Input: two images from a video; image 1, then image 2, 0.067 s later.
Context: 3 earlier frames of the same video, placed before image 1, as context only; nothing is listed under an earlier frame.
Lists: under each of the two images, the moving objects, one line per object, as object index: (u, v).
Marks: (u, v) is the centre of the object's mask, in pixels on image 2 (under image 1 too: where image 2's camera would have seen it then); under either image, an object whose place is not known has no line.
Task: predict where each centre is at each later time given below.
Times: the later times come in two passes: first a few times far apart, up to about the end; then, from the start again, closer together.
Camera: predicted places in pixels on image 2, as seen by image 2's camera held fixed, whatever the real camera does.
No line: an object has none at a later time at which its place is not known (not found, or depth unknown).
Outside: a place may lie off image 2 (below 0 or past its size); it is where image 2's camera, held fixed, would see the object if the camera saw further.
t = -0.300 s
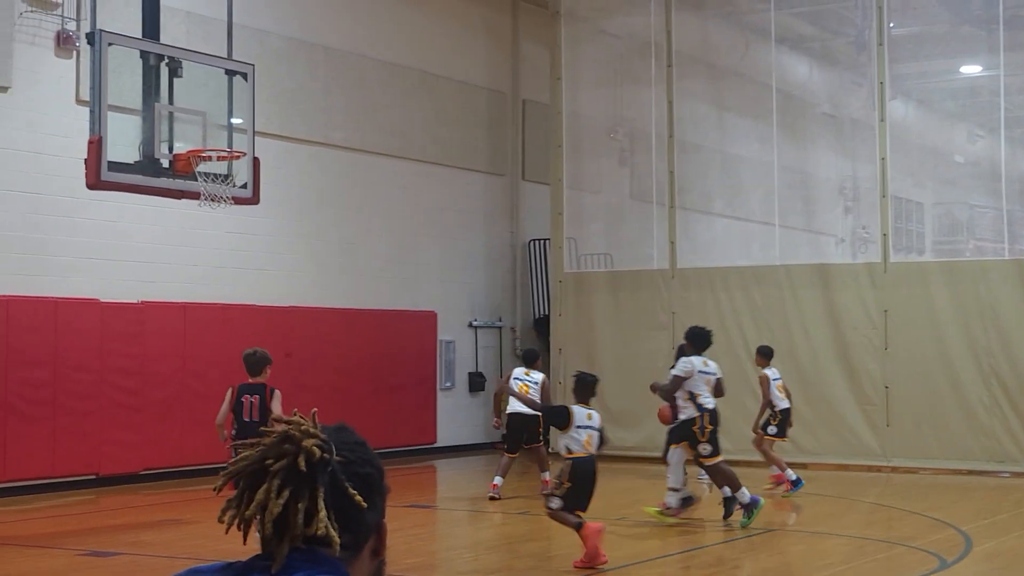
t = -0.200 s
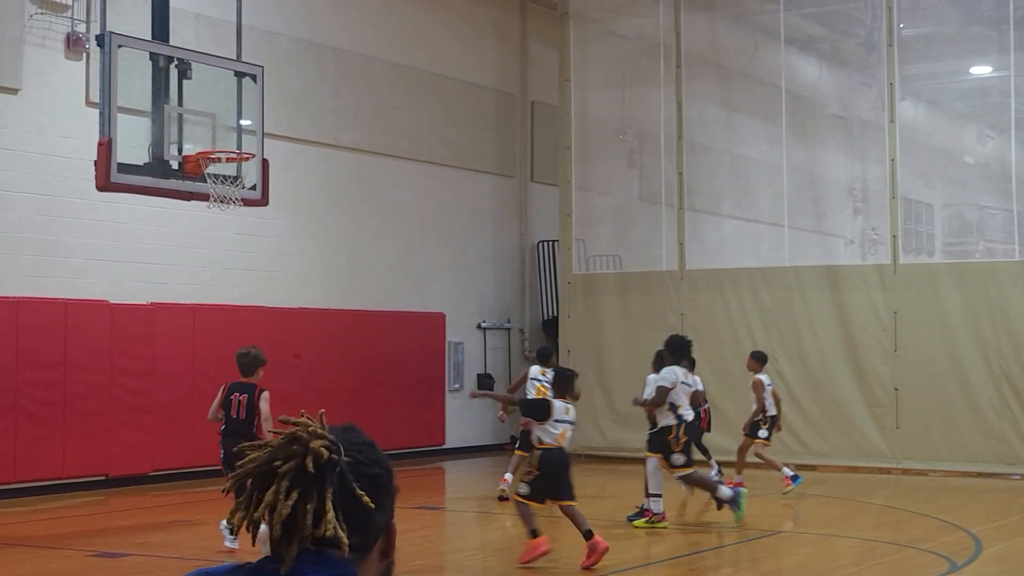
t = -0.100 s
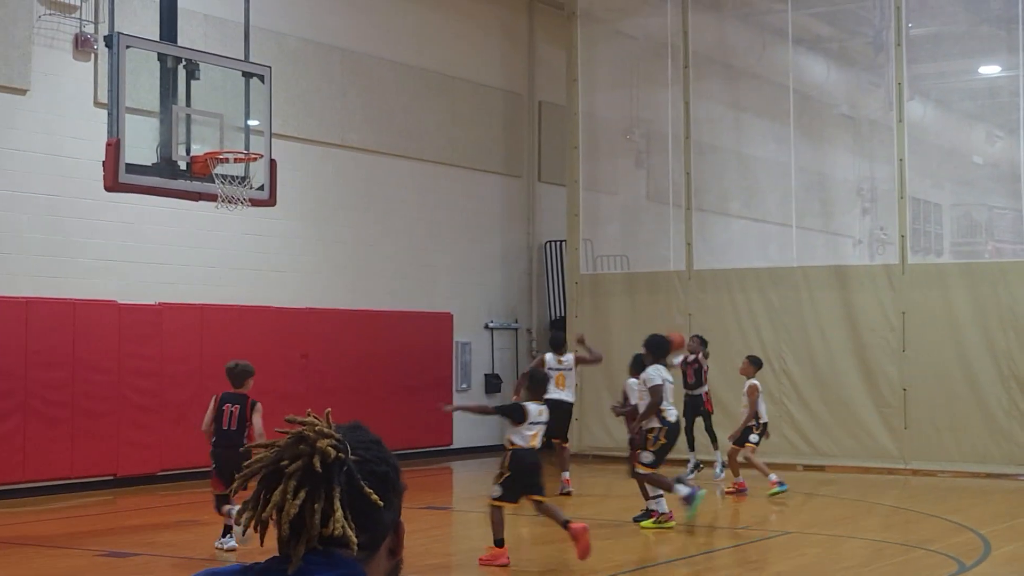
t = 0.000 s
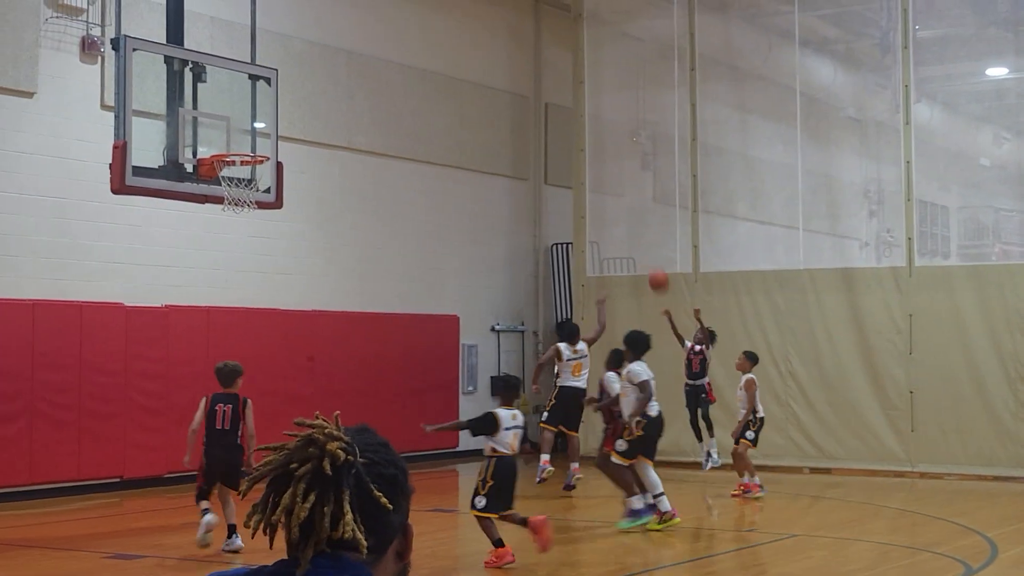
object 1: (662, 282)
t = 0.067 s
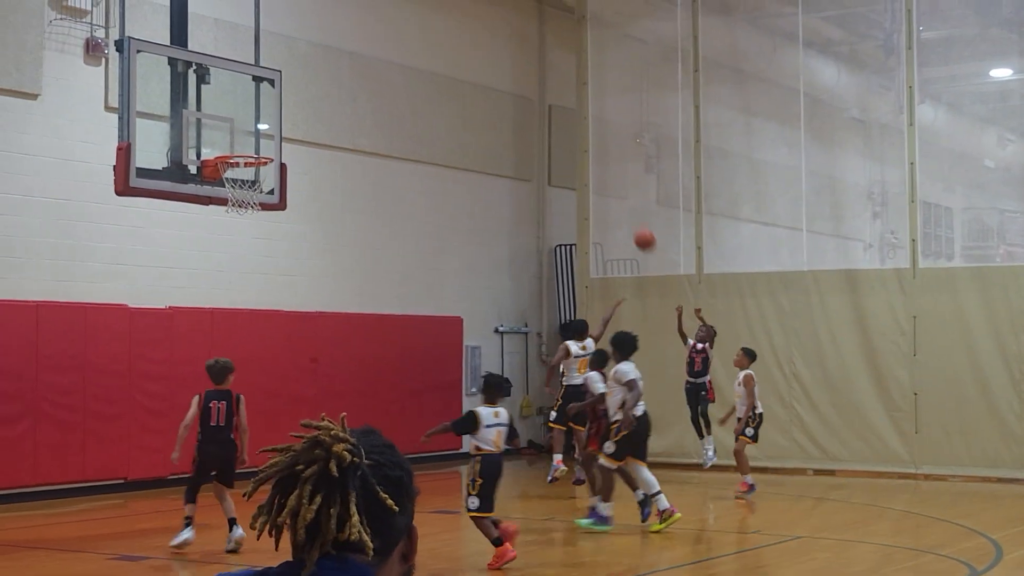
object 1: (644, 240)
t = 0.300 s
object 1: (579, 117)
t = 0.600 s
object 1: (493, 23)
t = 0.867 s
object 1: (403, 9)
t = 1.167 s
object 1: (288, 89)
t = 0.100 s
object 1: (636, 220)
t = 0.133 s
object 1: (626, 201)
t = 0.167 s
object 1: (617, 183)
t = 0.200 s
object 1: (608, 165)
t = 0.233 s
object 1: (599, 148)
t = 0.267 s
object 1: (589, 132)
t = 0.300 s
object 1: (579, 117)
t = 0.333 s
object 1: (571, 104)
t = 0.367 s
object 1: (561, 90)
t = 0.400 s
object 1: (551, 78)
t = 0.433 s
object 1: (542, 66)
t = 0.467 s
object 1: (532, 56)
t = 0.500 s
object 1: (523, 46)
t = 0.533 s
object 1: (513, 37)
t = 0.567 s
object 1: (503, 29)
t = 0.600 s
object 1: (493, 23)
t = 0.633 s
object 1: (482, 17)
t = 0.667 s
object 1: (471, 13)
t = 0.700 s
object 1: (461, 9)
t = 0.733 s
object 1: (450, 7)
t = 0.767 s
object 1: (439, 5)
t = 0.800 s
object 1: (427, 6)
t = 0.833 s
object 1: (415, 6)
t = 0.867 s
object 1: (403, 9)
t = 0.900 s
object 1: (391, 13)
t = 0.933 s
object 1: (379, 17)
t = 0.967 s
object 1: (367, 23)
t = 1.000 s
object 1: (354, 31)
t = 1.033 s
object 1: (341, 40)
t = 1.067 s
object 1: (328, 50)
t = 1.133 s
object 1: (302, 74)
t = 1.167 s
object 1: (288, 89)
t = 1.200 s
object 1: (275, 104)
